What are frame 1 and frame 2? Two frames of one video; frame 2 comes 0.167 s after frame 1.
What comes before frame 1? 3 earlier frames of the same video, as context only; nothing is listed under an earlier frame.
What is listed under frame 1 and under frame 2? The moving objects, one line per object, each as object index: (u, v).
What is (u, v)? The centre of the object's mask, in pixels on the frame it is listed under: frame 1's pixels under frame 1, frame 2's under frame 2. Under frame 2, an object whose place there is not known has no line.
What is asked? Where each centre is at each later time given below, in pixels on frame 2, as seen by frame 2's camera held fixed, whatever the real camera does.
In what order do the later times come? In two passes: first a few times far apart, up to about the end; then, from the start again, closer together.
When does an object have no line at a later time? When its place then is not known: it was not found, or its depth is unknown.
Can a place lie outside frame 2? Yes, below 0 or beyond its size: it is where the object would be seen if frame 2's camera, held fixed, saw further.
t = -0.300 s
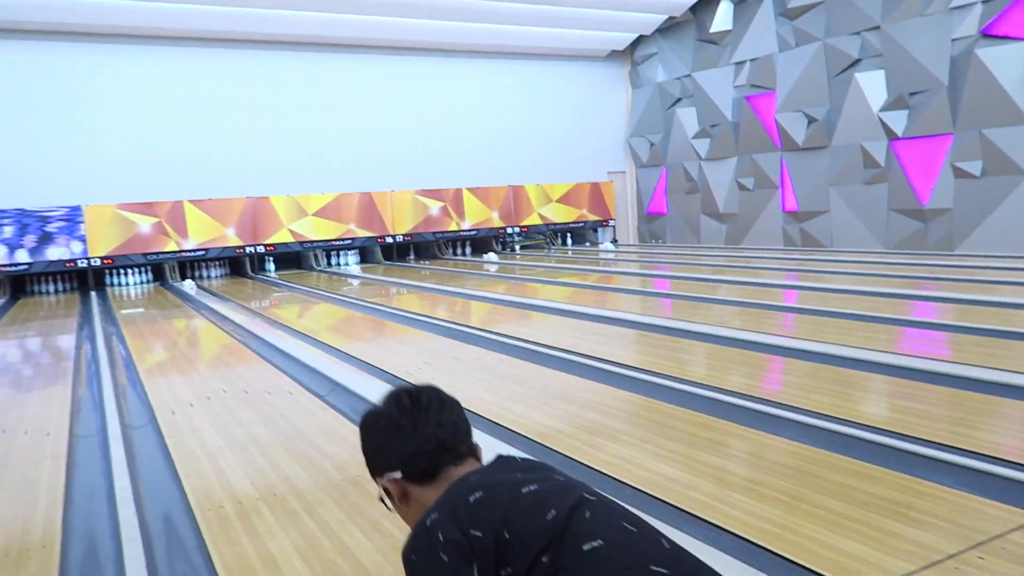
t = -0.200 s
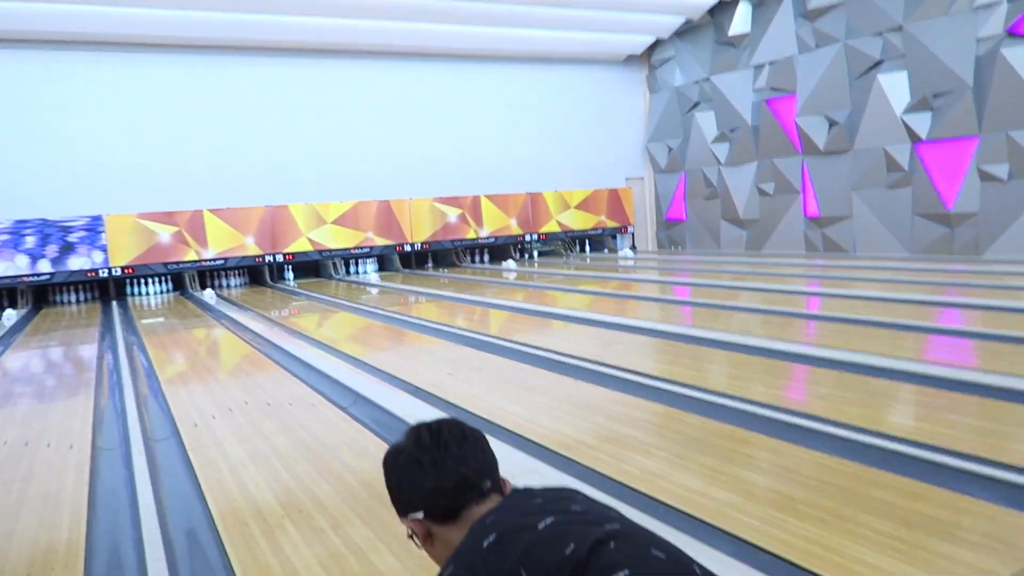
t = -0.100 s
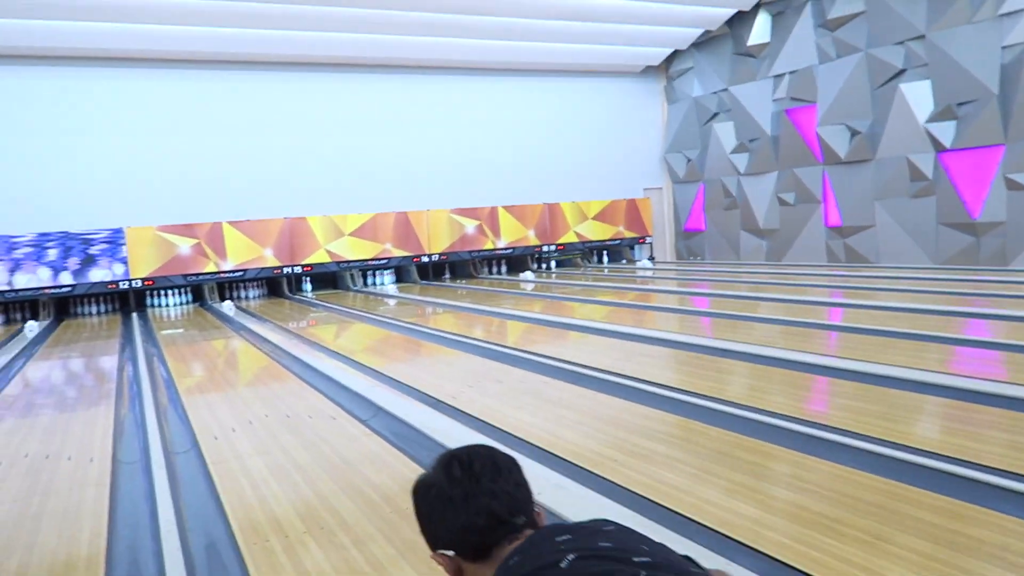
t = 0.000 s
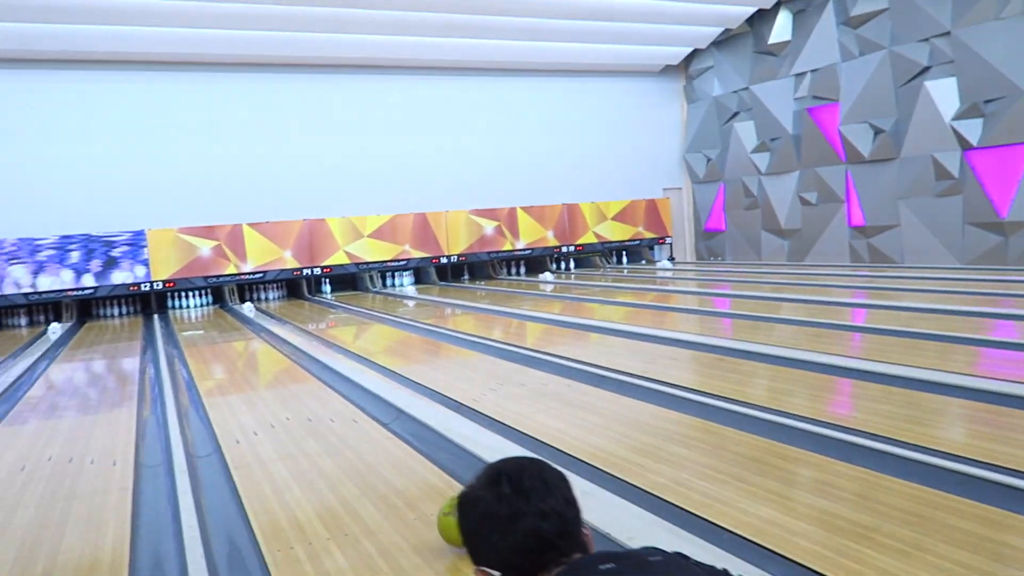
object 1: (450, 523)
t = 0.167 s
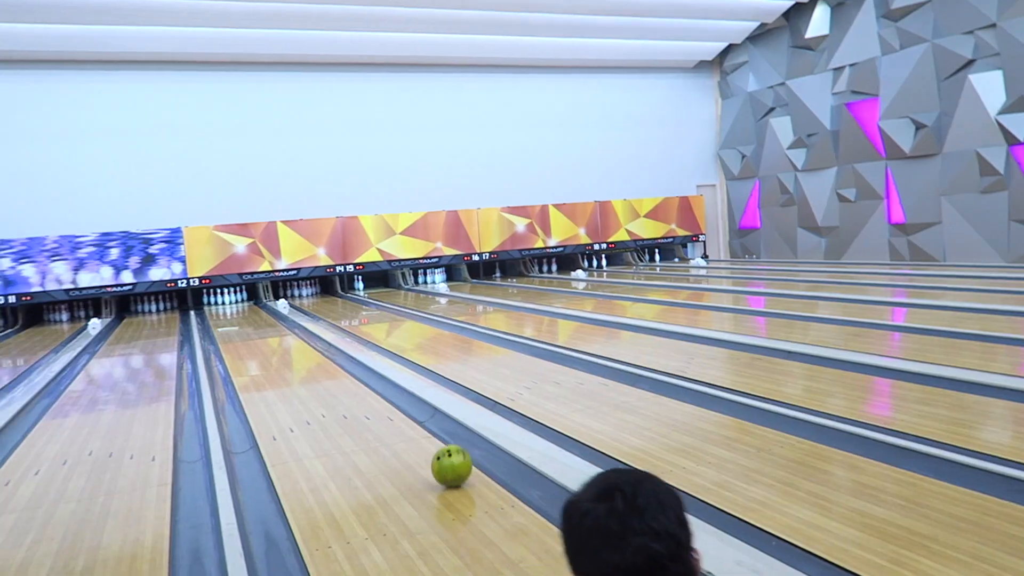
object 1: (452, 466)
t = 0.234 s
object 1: (437, 448)
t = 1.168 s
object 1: (334, 352)
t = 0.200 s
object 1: (444, 457)
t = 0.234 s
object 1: (437, 448)
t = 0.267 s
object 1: (430, 441)
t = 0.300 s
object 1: (424, 433)
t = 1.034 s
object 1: (345, 359)
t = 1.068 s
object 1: (342, 357)
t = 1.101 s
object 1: (339, 355)
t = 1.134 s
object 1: (336, 354)
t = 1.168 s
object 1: (334, 352)
